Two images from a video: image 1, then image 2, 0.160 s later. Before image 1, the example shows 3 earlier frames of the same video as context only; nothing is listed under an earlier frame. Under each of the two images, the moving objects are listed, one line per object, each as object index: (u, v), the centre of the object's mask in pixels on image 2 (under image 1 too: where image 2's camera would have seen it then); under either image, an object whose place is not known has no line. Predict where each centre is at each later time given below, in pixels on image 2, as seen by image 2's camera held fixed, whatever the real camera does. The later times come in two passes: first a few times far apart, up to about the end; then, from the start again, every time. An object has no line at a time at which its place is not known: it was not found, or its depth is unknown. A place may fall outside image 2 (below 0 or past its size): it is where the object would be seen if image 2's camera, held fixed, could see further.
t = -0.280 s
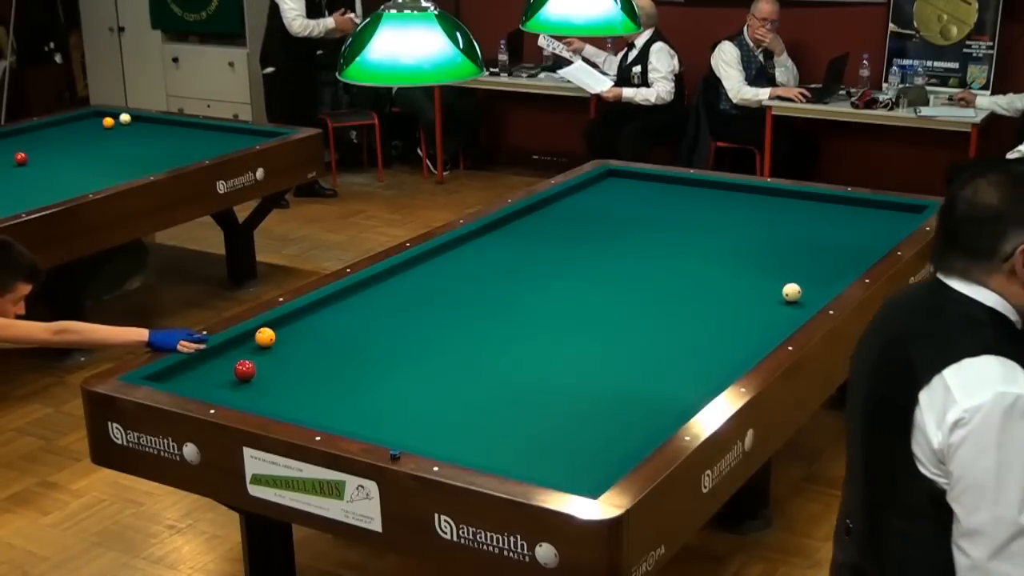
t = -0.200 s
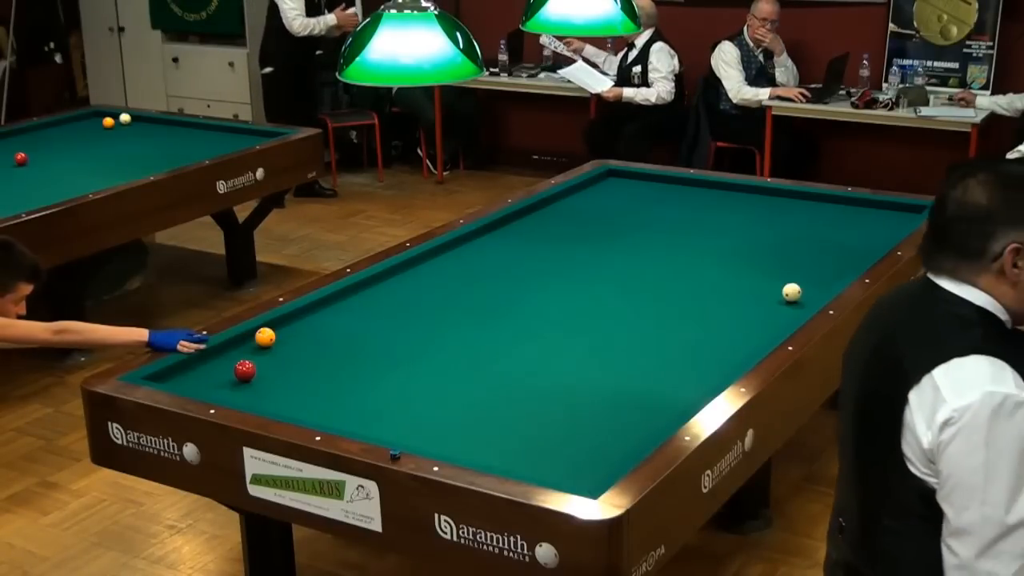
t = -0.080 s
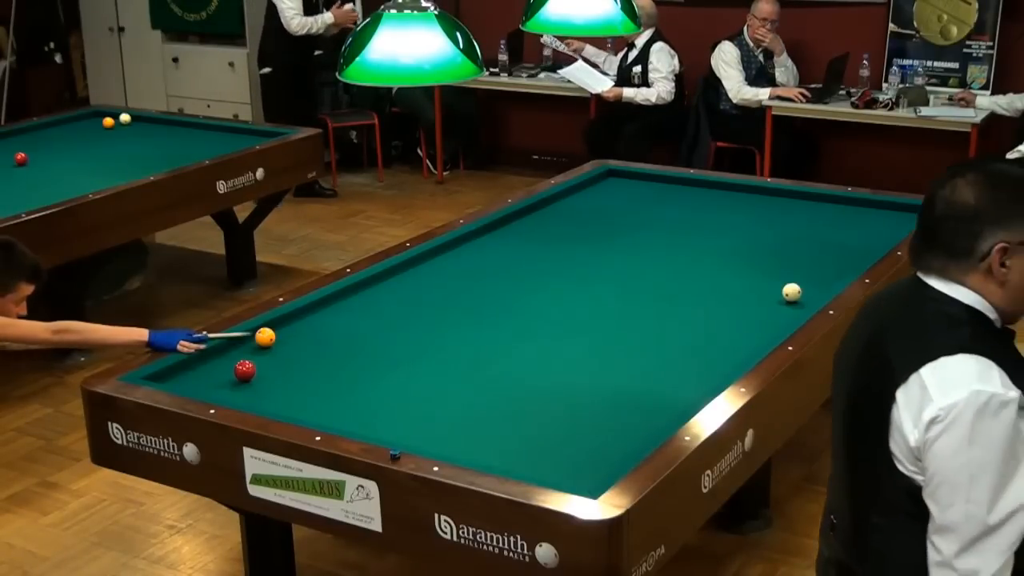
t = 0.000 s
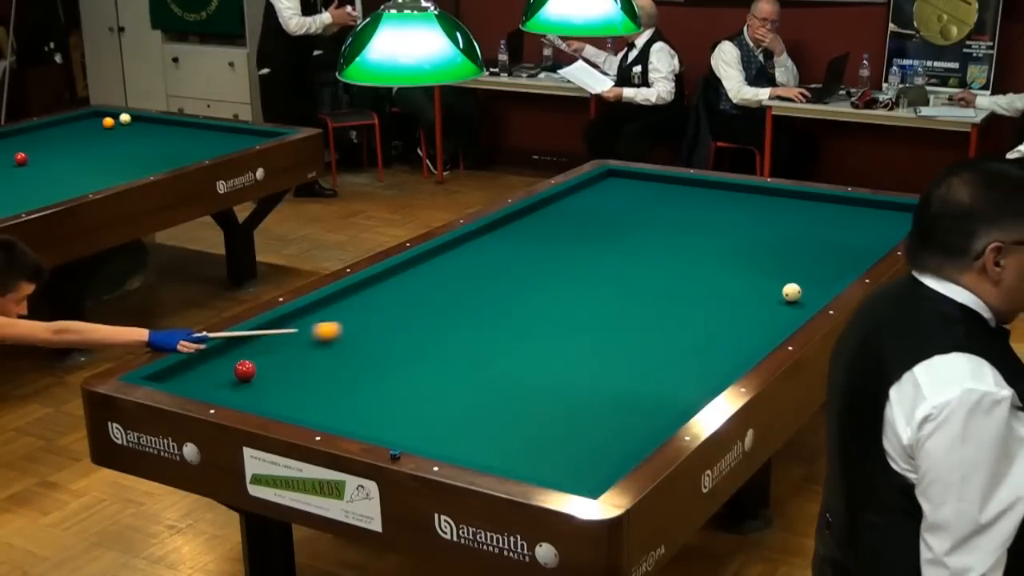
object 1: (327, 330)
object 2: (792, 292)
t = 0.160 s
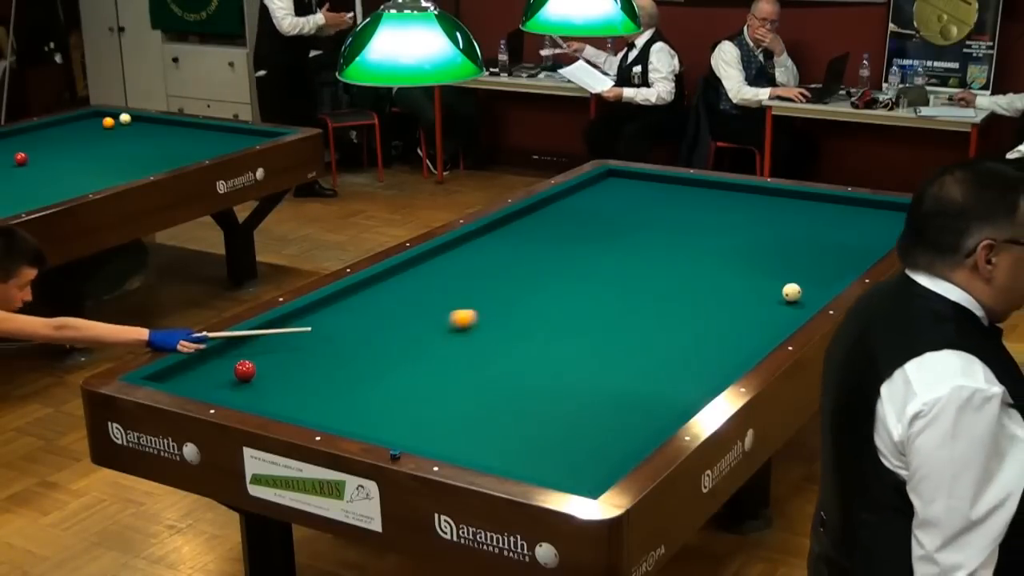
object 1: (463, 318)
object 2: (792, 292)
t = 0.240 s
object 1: (529, 312)
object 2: (792, 292)
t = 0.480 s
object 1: (718, 294)
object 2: (792, 292)
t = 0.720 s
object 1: (806, 268)
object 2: (771, 286)
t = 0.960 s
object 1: (867, 243)
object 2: (705, 273)
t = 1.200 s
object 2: (646, 261)
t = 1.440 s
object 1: (884, 210)
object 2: (592, 250)
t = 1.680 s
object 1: (854, 223)
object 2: (540, 239)
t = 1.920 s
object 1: (820, 233)
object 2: (493, 230)
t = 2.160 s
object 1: (786, 243)
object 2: (518, 232)
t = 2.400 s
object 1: (750, 254)
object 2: (547, 235)
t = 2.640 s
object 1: (713, 266)
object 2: (576, 239)
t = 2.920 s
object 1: (668, 279)
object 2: (609, 242)
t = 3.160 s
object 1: (629, 291)
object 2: (637, 246)
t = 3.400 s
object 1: (588, 303)
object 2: (665, 249)
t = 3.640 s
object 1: (546, 316)
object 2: (693, 252)
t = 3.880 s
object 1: (502, 329)
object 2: (721, 255)
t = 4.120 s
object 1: (457, 342)
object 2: (748, 259)
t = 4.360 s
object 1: (411, 356)
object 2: (775, 261)
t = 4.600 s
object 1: (363, 371)
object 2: (801, 265)
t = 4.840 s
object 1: (313, 386)
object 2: (827, 268)
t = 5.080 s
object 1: (263, 400)
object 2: (838, 268)
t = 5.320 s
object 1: (268, 392)
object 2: (827, 267)
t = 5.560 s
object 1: (279, 380)
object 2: (815, 265)
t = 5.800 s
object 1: (290, 369)
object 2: (804, 263)
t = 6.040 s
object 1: (300, 359)
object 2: (793, 261)
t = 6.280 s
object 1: (309, 349)
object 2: (784, 259)
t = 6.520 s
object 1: (318, 340)
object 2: (775, 258)
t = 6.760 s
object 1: (326, 332)
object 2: (767, 257)
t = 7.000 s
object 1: (334, 325)
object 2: (759, 255)
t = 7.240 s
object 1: (341, 317)
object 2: (752, 254)
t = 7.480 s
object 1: (347, 311)
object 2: (746, 254)
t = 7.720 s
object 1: (353, 305)
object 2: (741, 253)
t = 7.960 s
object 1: (359, 298)
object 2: (736, 252)
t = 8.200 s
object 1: (364, 293)
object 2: (732, 252)
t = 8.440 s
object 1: (370, 288)
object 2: (728, 251)
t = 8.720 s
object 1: (375, 283)
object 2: (726, 251)
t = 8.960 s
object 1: (380, 278)
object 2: (724, 250)
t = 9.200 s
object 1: (385, 275)
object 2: (722, 250)
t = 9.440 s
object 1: (393, 272)
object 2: (722, 250)
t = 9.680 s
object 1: (401, 270)
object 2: (722, 250)
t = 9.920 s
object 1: (408, 268)
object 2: (722, 250)
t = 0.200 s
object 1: (496, 315)
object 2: (792, 292)
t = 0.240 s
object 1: (529, 312)
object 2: (792, 292)
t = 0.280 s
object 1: (561, 309)
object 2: (792, 292)
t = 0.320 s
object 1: (593, 306)
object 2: (792, 292)
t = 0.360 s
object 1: (625, 303)
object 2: (792, 292)
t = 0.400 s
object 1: (656, 300)
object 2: (792, 292)
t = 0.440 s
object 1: (687, 297)
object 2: (792, 292)
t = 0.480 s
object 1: (718, 294)
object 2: (792, 292)
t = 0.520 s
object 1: (748, 291)
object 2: (792, 292)
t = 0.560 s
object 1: (774, 288)
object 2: (795, 292)
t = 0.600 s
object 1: (781, 283)
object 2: (812, 293)
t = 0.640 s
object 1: (789, 277)
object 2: (798, 291)
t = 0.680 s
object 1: (797, 273)
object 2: (784, 289)
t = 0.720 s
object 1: (806, 268)
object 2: (771, 286)
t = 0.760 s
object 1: (815, 264)
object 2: (758, 283)
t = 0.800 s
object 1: (825, 259)
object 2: (747, 281)
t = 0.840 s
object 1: (836, 255)
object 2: (736, 279)
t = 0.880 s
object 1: (847, 251)
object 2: (726, 277)
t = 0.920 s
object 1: (857, 247)
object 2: (715, 275)
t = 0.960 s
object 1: (867, 243)
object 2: (705, 273)
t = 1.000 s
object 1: (876, 239)
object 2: (695, 271)
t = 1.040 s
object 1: (882, 234)
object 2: (685, 269)
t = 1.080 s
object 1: (884, 230)
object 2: (675, 267)
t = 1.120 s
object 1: (885, 226)
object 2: (665, 265)
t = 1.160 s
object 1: (886, 222)
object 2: (656, 263)
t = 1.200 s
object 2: (646, 261)
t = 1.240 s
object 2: (637, 259)
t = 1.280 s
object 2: (628, 257)
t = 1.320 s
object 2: (619, 255)
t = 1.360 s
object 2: (609, 253)
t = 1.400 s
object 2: (601, 252)
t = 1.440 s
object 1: (884, 210)
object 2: (592, 250)
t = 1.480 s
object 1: (880, 213)
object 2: (583, 248)
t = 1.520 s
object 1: (876, 216)
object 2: (574, 246)
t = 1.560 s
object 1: (871, 217)
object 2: (566, 244)
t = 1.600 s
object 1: (865, 219)
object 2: (557, 243)
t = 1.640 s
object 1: (859, 221)
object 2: (549, 241)
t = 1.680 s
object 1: (854, 223)
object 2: (540, 239)
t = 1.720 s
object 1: (849, 225)
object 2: (532, 238)
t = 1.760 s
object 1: (843, 226)
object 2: (524, 236)
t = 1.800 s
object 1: (837, 228)
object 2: (516, 234)
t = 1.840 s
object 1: (831, 229)
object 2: (508, 233)
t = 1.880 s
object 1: (826, 231)
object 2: (500, 231)
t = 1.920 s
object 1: (820, 233)
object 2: (493, 230)
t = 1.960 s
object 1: (815, 235)
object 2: (489, 229)
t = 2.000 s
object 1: (809, 236)
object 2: (496, 230)
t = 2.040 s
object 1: (803, 238)
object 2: (502, 230)
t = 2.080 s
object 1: (797, 240)
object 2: (507, 231)
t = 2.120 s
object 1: (792, 242)
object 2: (512, 232)
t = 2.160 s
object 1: (786, 243)
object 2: (518, 232)
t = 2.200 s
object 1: (780, 245)
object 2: (522, 232)
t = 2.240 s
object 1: (774, 247)
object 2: (527, 233)
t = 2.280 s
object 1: (768, 249)
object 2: (532, 234)
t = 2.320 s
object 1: (762, 251)
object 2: (537, 234)
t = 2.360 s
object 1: (756, 252)
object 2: (542, 235)
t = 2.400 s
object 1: (750, 254)
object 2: (547, 235)
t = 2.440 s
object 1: (744, 256)
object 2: (551, 236)
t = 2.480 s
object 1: (738, 258)
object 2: (556, 236)
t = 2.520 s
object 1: (732, 260)
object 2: (561, 237)
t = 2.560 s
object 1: (726, 262)
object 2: (566, 238)
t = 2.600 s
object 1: (719, 264)
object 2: (571, 238)
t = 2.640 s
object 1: (713, 266)
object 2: (576, 239)
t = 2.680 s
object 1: (707, 267)
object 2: (580, 239)
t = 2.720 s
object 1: (700, 269)
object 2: (585, 239)
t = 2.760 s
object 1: (694, 271)
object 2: (590, 240)
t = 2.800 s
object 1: (687, 273)
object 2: (595, 241)
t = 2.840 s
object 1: (681, 275)
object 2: (599, 241)
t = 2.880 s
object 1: (675, 277)
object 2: (604, 241)
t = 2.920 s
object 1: (668, 279)
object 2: (609, 242)
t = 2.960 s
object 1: (662, 281)
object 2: (614, 242)
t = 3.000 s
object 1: (655, 283)
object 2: (618, 243)
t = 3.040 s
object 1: (648, 285)
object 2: (623, 244)
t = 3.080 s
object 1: (642, 287)
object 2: (628, 244)
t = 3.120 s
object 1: (635, 289)
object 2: (632, 245)
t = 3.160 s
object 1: (629, 291)
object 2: (637, 246)
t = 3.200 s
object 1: (622, 293)
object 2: (642, 246)
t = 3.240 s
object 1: (615, 295)
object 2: (646, 247)
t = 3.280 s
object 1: (608, 297)
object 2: (651, 247)
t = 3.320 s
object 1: (601, 299)
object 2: (656, 248)
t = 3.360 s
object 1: (595, 301)
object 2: (661, 248)
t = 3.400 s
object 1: (588, 303)
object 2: (665, 249)
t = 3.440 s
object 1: (581, 305)
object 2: (670, 249)
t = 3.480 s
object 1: (574, 307)
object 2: (674, 250)
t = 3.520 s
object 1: (567, 310)
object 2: (679, 251)
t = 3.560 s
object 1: (560, 312)
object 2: (684, 251)
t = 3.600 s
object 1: (552, 314)
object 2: (688, 252)
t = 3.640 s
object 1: (546, 316)
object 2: (693, 252)
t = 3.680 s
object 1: (538, 318)
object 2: (698, 252)
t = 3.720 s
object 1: (531, 320)
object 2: (702, 253)
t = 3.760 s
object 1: (524, 322)
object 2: (707, 254)
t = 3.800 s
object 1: (517, 325)
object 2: (711, 254)
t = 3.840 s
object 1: (509, 327)
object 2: (716, 255)
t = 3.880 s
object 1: (502, 329)
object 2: (721, 255)
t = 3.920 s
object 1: (495, 331)
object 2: (725, 256)
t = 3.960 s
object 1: (487, 334)
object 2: (730, 256)
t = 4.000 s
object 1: (480, 335)
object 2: (734, 257)
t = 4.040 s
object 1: (472, 338)
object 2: (739, 257)
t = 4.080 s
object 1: (464, 340)
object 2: (744, 258)
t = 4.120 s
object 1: (457, 342)
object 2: (748, 259)
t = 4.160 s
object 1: (449, 345)
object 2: (752, 259)
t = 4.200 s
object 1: (442, 347)
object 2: (757, 259)
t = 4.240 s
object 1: (434, 350)
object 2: (762, 260)
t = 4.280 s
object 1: (426, 352)
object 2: (766, 261)
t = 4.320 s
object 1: (418, 354)
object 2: (770, 261)
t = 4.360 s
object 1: (411, 356)
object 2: (775, 261)
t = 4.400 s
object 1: (403, 359)
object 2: (779, 262)
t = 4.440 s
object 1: (395, 361)
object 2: (784, 263)
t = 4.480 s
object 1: (387, 364)
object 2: (788, 263)
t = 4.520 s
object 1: (379, 366)
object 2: (792, 264)
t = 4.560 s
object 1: (371, 368)
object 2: (797, 264)
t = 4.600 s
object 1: (363, 371)
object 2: (801, 265)
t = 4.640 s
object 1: (355, 373)
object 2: (805, 265)
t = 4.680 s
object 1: (346, 376)
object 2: (810, 265)
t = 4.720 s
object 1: (338, 378)
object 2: (814, 266)
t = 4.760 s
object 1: (330, 381)
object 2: (819, 266)
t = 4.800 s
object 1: (322, 383)
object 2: (823, 267)
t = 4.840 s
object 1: (313, 386)
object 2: (827, 268)
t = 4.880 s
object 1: (305, 389)
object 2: (831, 268)
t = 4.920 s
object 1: (296, 391)
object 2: (835, 269)
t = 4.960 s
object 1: (288, 393)
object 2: (838, 269)
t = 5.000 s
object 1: (280, 396)
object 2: (840, 269)
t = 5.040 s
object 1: (271, 398)
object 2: (839, 269)
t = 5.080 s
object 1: (263, 400)
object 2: (838, 268)
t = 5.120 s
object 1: (256, 401)
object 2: (836, 268)
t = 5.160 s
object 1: (259, 399)
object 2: (835, 268)
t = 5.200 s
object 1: (261, 397)
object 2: (833, 268)
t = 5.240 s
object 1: (264, 396)
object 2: (831, 268)
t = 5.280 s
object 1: (266, 394)
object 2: (829, 267)
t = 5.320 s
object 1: (268, 392)
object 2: (827, 267)
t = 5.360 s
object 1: (269, 390)
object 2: (825, 266)
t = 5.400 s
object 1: (271, 388)
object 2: (823, 266)
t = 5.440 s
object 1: (273, 386)
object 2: (821, 266)
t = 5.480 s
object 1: (275, 384)
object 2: (819, 265)
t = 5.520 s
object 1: (277, 382)
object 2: (817, 265)
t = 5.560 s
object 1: (279, 380)
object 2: (815, 265)
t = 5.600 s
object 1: (281, 378)
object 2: (813, 264)
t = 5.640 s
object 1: (282, 377)
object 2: (811, 264)
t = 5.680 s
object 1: (284, 375)
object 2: (809, 264)
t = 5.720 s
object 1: (286, 373)
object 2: (807, 263)
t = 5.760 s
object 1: (288, 371)
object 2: (805, 263)
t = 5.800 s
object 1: (290, 369)
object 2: (804, 263)
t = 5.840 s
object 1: (291, 367)
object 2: (802, 262)
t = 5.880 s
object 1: (293, 366)
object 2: (800, 262)
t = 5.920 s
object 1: (295, 364)
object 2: (798, 262)
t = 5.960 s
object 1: (296, 362)
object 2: (797, 262)
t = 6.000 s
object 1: (298, 361)
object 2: (795, 261)
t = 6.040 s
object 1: (300, 359)
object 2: (793, 261)
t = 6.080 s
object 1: (301, 357)
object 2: (791, 261)
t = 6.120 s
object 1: (303, 356)
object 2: (790, 260)
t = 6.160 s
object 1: (304, 354)
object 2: (788, 260)
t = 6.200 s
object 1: (306, 352)
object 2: (787, 260)
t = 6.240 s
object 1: (307, 351)
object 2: (785, 260)
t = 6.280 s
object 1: (309, 349)
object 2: (784, 259)
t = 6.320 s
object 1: (310, 348)
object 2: (782, 259)
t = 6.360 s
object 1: (312, 347)
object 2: (781, 259)
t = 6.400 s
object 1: (313, 345)
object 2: (779, 259)
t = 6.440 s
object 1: (315, 343)
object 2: (778, 258)
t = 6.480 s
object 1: (316, 342)
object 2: (776, 258)
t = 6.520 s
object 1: (318, 340)
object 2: (775, 258)
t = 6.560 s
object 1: (319, 339)
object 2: (773, 258)
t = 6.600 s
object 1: (321, 338)
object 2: (772, 257)
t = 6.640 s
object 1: (322, 336)
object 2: (771, 257)
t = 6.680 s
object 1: (323, 335)
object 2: (769, 257)
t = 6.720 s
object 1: (325, 334)
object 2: (768, 257)
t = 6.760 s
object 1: (326, 332)
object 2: (767, 257)
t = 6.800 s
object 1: (327, 331)
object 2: (765, 256)
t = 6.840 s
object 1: (329, 330)
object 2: (764, 256)
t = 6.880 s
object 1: (330, 328)
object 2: (763, 256)
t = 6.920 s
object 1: (331, 327)
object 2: (762, 256)
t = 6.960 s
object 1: (332, 326)
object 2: (760, 256)
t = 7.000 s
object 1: (334, 325)
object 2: (759, 255)
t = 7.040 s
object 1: (335, 323)
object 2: (758, 255)
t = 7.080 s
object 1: (336, 322)
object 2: (757, 255)
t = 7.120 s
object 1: (337, 321)
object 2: (756, 255)
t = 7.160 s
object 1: (339, 320)
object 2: (754, 255)
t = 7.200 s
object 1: (340, 319)
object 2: (753, 255)
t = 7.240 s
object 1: (341, 317)
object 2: (752, 254)
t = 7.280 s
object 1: (342, 316)
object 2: (751, 254)
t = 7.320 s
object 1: (343, 315)
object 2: (750, 254)
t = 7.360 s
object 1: (344, 314)
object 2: (749, 254)
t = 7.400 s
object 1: (345, 313)
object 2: (748, 254)
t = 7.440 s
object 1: (346, 312)
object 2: (747, 254)
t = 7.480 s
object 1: (347, 311)
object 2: (746, 254)
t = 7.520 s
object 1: (348, 309)
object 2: (745, 253)
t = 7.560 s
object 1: (350, 309)
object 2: (744, 253)
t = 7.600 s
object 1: (351, 307)
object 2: (743, 253)
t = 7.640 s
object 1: (352, 306)
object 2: (742, 253)
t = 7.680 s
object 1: (353, 305)
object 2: (741, 253)
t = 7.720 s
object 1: (353, 305)
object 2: (741, 253)
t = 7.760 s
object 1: (354, 304)
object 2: (740, 253)
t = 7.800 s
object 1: (355, 302)
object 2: (739, 253)
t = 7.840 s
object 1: (356, 301)
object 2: (738, 253)
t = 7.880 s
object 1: (357, 300)
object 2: (737, 252)
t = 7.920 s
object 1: (359, 299)
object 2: (736, 252)
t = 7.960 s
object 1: (359, 298)
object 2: (736, 252)
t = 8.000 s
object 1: (361, 298)
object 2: (735, 252)
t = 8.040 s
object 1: (361, 297)
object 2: (734, 252)
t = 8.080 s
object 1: (362, 296)
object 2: (734, 252)
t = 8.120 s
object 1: (363, 295)
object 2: (733, 252)
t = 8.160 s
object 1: (364, 294)
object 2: (732, 252)
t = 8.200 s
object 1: (364, 293)
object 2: (732, 252)
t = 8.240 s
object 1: (365, 292)
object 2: (731, 252)
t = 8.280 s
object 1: (366, 291)
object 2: (730, 251)
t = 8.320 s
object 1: (367, 290)
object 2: (730, 251)
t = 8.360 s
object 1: (368, 290)
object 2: (729, 251)
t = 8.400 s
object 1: (369, 289)
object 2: (729, 251)
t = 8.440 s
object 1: (370, 288)
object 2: (728, 251)
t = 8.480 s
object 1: (371, 287)
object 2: (728, 251)
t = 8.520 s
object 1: (371, 286)
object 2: (728, 251)
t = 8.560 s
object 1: (372, 286)
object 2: (727, 251)
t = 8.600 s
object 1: (373, 285)
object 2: (727, 251)
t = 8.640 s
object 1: (373, 284)
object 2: (726, 251)
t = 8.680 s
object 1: (374, 283)
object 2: (726, 251)
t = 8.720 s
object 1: (375, 283)
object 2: (726, 251)
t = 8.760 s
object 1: (376, 282)
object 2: (725, 251)
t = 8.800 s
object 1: (377, 281)
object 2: (725, 251)
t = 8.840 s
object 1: (377, 280)
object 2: (725, 250)
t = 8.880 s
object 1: (378, 280)
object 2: (724, 250)
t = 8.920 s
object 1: (379, 279)
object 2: (724, 250)
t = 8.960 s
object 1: (380, 278)
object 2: (724, 250)
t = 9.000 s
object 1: (380, 278)
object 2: (724, 250)
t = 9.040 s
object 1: (381, 277)
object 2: (723, 250)
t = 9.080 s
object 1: (382, 276)
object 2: (723, 250)
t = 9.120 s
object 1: (383, 276)
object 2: (723, 250)
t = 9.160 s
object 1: (384, 275)
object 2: (723, 250)
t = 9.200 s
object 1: (385, 275)
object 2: (722, 250)
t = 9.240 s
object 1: (387, 274)
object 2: (722, 250)
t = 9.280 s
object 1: (388, 274)
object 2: (722, 250)
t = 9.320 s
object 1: (390, 273)
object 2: (722, 250)
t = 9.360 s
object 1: (391, 273)
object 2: (722, 250)
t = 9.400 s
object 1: (392, 273)
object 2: (722, 250)
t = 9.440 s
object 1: (393, 272)
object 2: (722, 250)
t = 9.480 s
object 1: (395, 272)
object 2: (722, 250)
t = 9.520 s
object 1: (396, 271)
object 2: (722, 250)
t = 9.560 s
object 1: (397, 271)
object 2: (722, 250)
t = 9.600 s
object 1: (399, 271)
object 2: (722, 250)
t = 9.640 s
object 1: (400, 270)
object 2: (722, 250)
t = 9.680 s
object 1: (401, 270)
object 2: (722, 250)
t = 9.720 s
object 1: (402, 270)
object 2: (722, 250)
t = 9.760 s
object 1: (403, 269)
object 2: (722, 250)
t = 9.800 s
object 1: (404, 269)
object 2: (722, 250)
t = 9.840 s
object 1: (405, 269)
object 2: (722, 250)
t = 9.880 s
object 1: (406, 268)
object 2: (722, 250)
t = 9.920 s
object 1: (408, 268)
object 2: (722, 250)
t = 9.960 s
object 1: (409, 268)
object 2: (722, 250)
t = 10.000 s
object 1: (410, 267)
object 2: (722, 250)
